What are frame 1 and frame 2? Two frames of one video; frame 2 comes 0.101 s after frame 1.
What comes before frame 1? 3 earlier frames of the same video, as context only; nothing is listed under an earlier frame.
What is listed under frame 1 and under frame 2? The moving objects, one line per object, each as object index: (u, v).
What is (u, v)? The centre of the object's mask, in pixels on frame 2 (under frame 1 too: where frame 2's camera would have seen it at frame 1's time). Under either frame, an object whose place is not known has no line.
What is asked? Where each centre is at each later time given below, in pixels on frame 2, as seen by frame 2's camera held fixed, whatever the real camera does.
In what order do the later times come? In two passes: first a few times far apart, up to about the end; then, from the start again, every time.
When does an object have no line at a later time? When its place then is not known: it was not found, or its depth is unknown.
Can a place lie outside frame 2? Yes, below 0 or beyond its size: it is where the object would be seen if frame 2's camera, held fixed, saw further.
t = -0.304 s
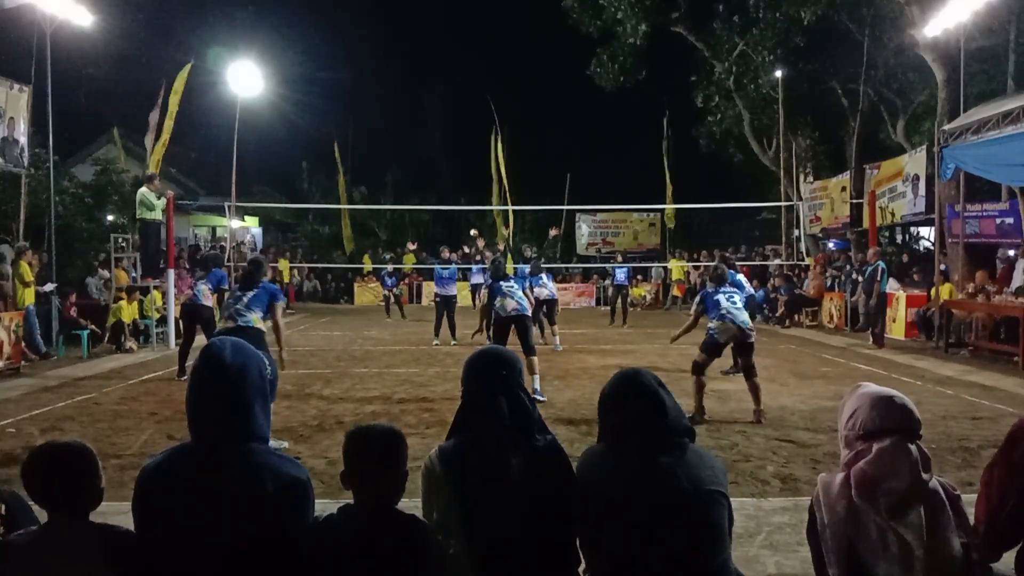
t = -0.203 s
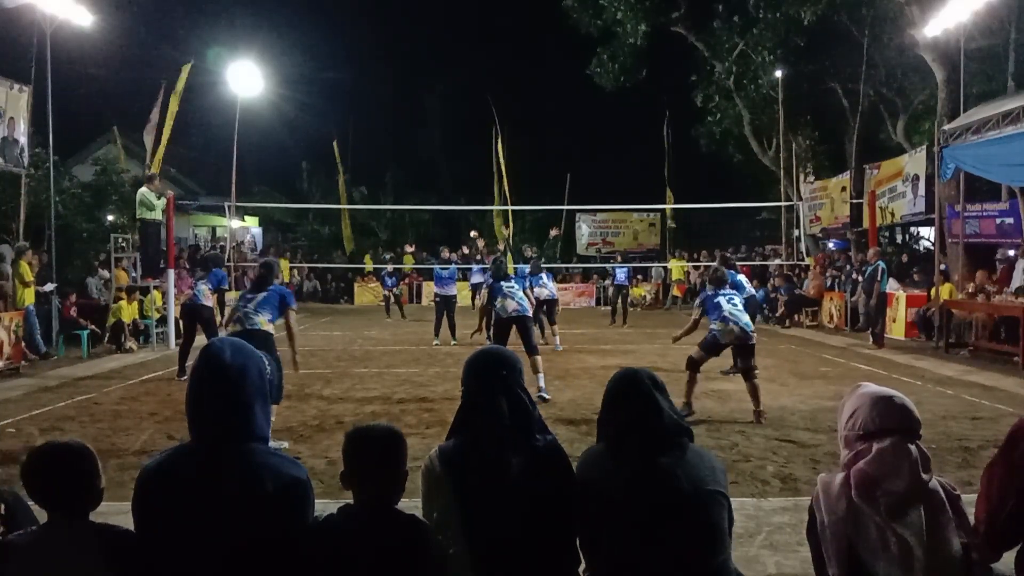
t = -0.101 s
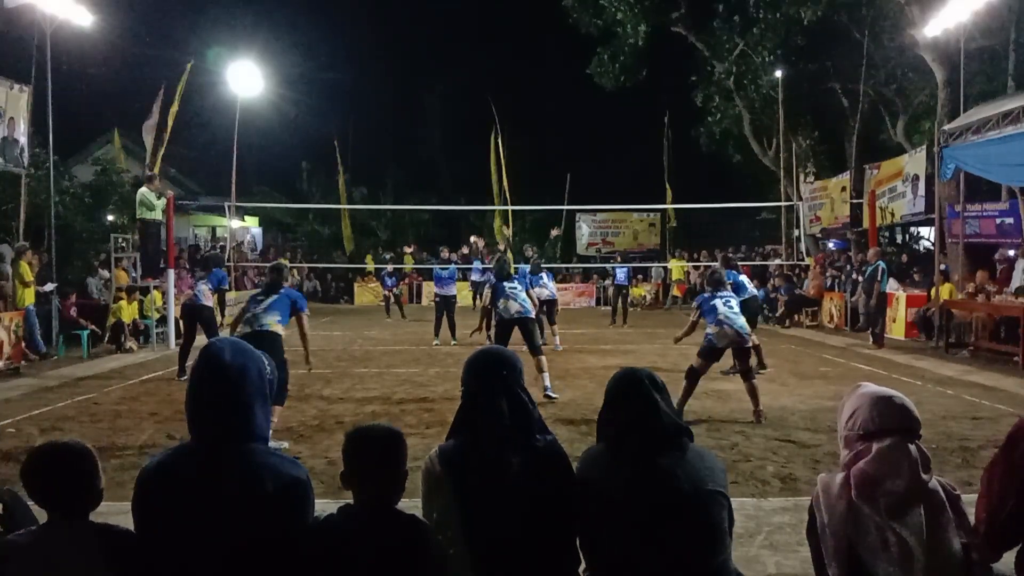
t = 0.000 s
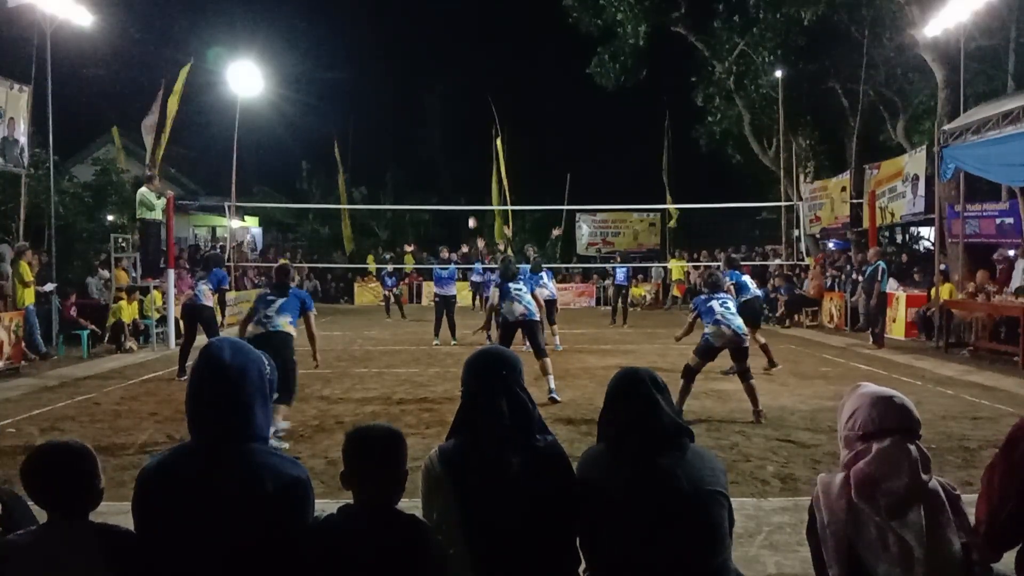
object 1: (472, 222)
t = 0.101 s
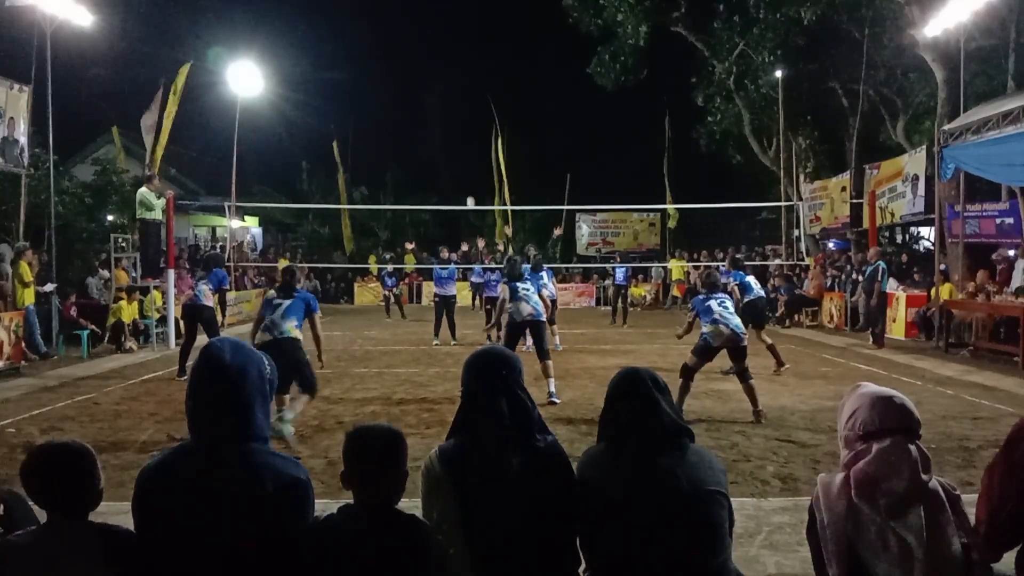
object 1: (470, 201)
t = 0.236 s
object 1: (469, 178)
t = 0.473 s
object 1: (466, 146)
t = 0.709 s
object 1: (461, 133)
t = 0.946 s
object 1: (456, 154)
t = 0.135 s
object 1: (470, 196)
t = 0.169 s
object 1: (470, 189)
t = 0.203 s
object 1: (469, 183)
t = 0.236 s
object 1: (469, 178)
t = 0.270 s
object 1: (468, 172)
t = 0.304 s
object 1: (468, 167)
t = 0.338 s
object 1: (467, 162)
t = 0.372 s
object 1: (467, 157)
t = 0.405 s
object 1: (467, 153)
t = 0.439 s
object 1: (466, 149)
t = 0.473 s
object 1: (466, 146)
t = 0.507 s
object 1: (465, 143)
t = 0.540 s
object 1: (465, 140)
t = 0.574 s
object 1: (464, 137)
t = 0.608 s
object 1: (464, 135)
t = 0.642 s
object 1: (463, 134)
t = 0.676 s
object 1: (462, 134)
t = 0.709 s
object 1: (461, 133)
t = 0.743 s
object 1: (460, 134)
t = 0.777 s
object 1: (460, 135)
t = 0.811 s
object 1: (459, 137)
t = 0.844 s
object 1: (458, 140)
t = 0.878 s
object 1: (457, 143)
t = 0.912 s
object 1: (456, 148)
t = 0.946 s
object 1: (456, 154)
